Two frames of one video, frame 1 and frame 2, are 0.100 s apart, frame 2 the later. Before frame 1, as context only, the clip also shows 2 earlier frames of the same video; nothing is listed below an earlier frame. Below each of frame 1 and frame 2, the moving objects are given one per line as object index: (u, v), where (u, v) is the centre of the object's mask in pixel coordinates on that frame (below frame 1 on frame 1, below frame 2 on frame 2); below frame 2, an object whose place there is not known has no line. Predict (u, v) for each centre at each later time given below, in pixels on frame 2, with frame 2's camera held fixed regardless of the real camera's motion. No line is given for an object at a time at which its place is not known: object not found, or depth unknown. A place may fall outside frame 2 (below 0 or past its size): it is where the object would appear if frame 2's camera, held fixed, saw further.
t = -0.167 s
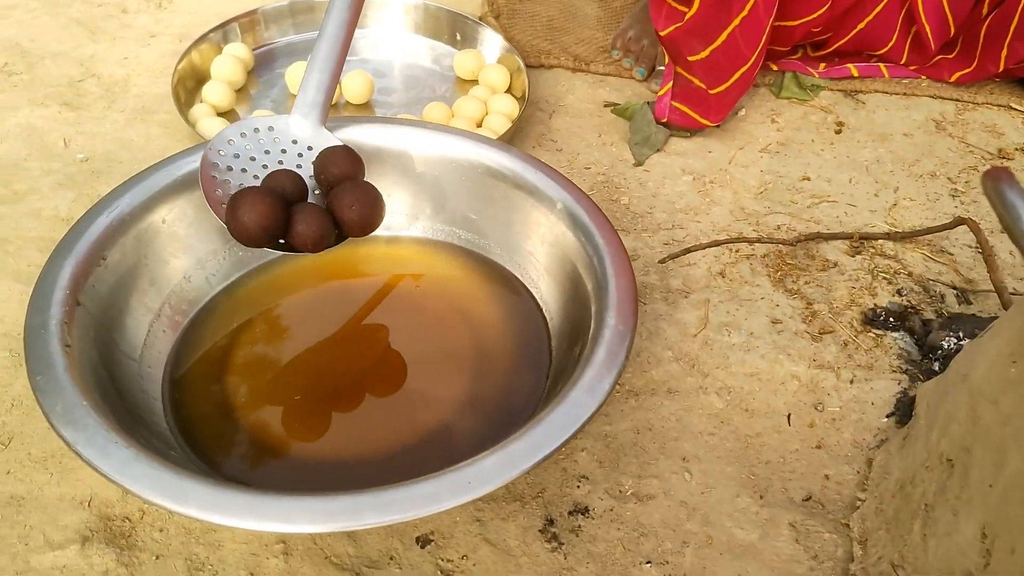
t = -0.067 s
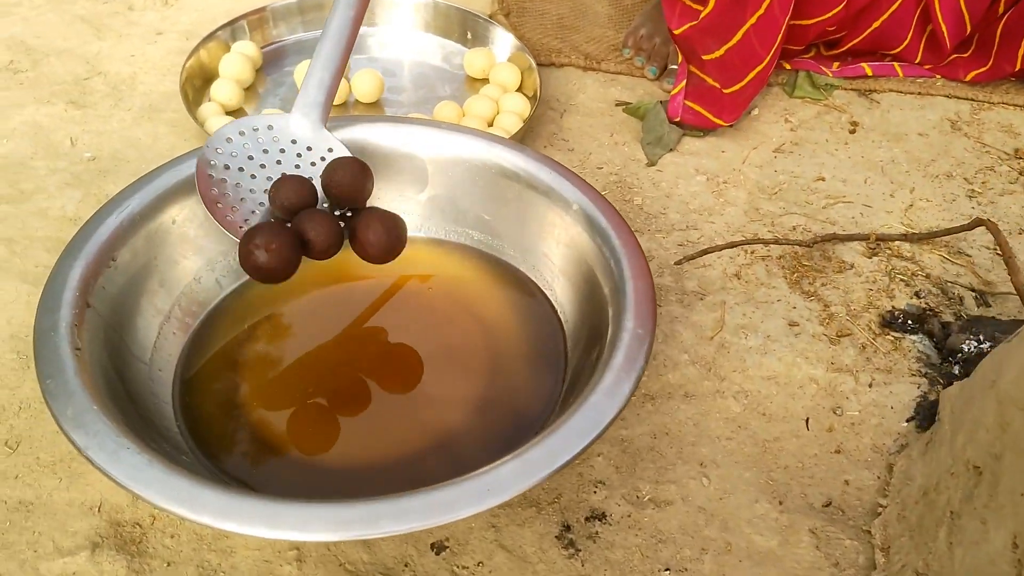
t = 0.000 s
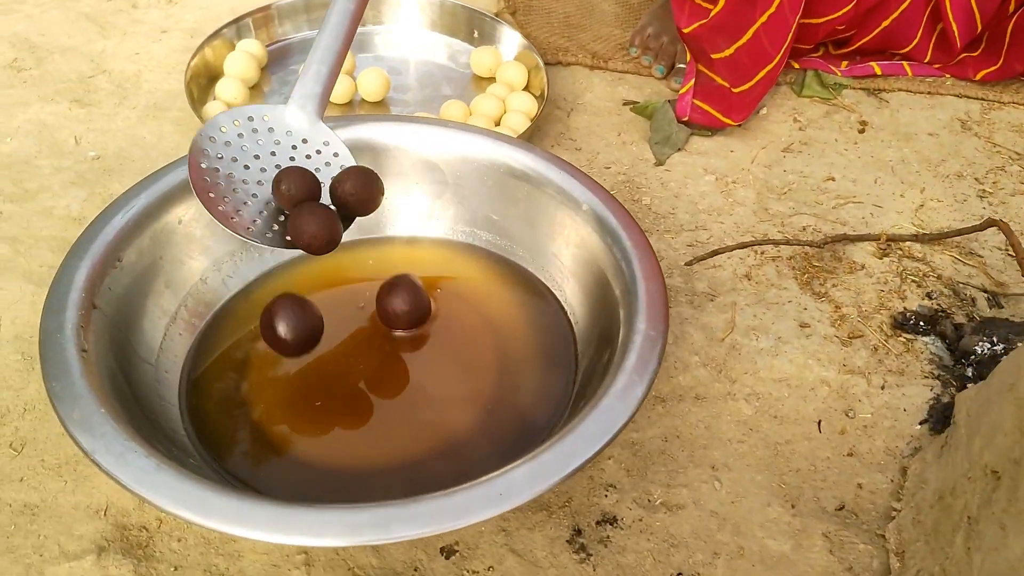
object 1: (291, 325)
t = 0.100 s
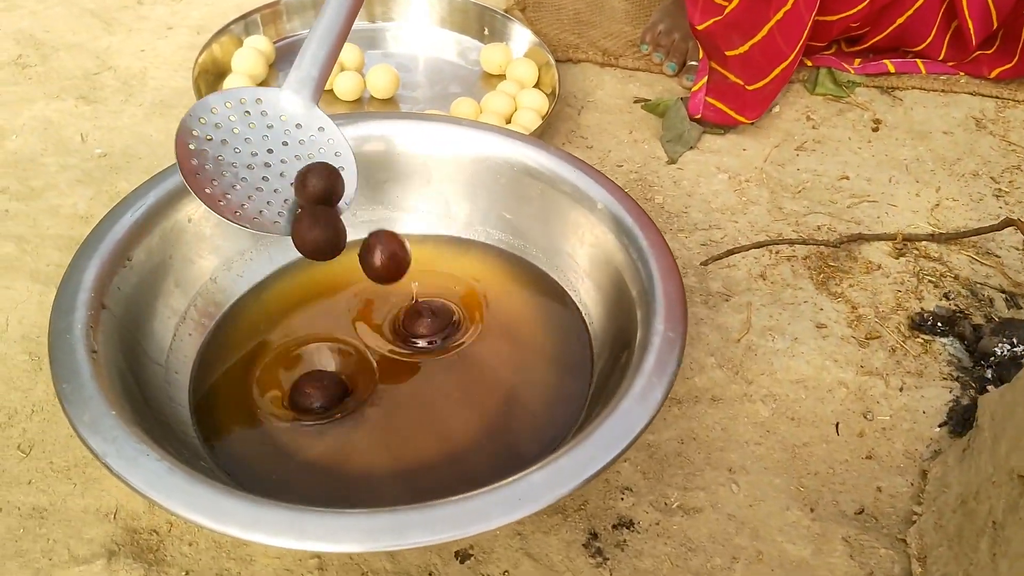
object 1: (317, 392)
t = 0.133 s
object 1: (316, 392)
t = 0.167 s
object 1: (317, 394)
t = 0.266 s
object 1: (310, 414)
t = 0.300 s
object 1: (304, 421)
